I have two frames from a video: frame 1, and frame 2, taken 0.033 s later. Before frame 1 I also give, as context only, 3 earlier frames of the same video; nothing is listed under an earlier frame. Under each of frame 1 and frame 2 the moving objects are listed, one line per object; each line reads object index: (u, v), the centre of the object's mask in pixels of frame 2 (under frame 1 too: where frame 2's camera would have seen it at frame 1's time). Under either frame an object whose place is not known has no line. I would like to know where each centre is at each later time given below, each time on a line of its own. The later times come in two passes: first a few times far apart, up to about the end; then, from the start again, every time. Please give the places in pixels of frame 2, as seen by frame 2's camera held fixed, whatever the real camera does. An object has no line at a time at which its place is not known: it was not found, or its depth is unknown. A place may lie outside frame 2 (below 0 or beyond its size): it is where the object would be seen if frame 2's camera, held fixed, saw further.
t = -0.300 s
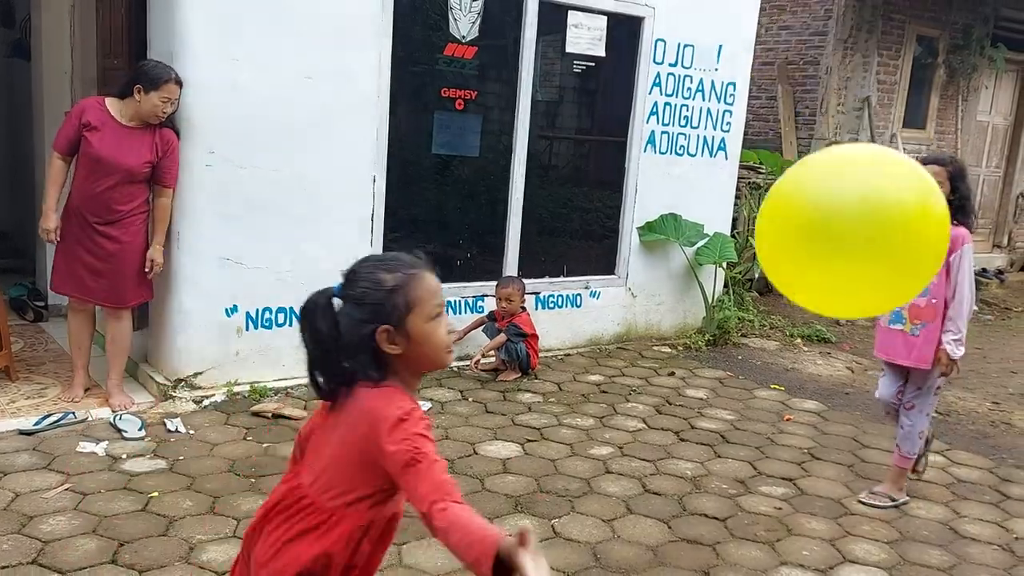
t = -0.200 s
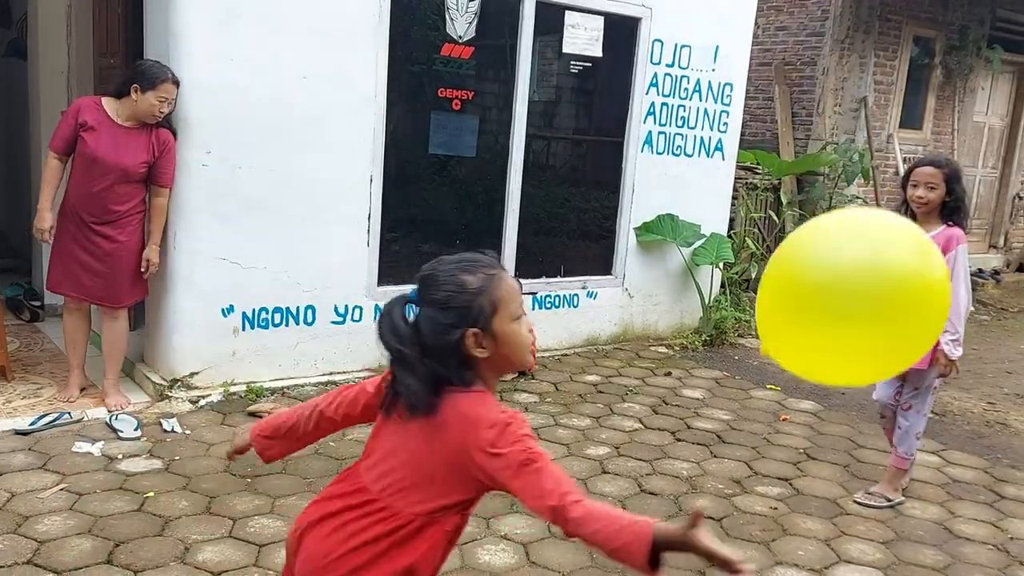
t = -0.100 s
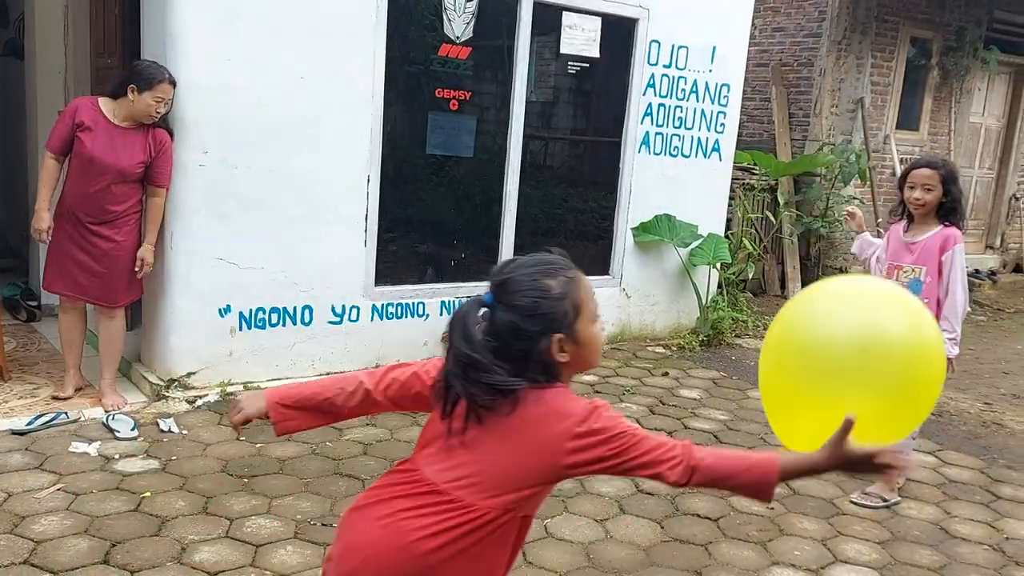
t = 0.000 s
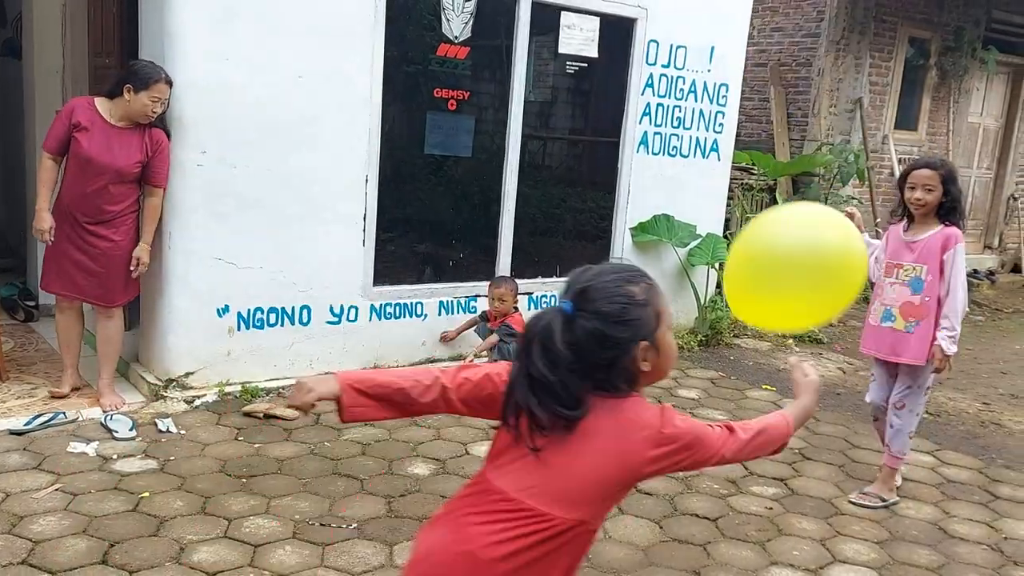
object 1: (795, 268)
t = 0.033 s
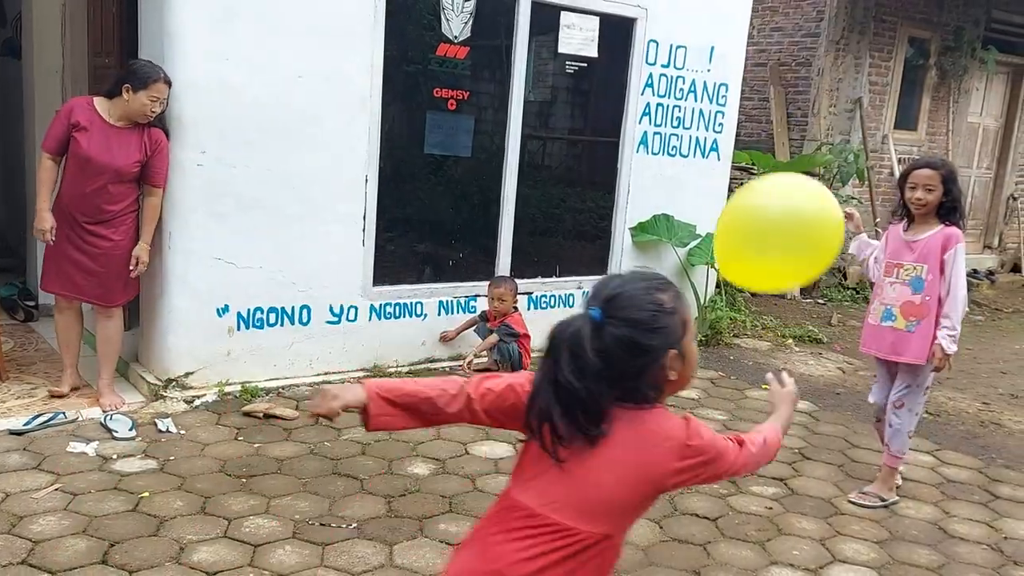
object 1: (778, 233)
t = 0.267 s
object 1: (760, 106)
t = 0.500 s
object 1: (782, 71)
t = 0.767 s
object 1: (783, 101)
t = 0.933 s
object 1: (775, 125)
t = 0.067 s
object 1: (766, 204)
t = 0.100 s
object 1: (760, 180)
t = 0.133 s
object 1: (756, 160)
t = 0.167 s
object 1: (755, 143)
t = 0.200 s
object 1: (756, 129)
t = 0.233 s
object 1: (757, 117)
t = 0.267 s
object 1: (760, 106)
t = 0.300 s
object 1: (763, 97)
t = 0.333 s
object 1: (767, 89)
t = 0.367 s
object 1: (770, 82)
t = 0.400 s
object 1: (773, 77)
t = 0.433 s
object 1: (777, 73)
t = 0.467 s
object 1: (779, 71)
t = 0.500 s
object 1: (782, 71)
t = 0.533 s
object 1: (784, 72)
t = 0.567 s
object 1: (785, 74)
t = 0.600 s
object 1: (786, 78)
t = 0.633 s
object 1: (786, 82)
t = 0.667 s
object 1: (786, 86)
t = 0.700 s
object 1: (785, 91)
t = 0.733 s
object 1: (784, 96)
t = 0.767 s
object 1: (783, 101)
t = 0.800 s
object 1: (782, 106)
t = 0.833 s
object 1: (780, 111)
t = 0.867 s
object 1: (779, 115)
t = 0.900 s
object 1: (777, 120)
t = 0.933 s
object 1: (775, 125)
